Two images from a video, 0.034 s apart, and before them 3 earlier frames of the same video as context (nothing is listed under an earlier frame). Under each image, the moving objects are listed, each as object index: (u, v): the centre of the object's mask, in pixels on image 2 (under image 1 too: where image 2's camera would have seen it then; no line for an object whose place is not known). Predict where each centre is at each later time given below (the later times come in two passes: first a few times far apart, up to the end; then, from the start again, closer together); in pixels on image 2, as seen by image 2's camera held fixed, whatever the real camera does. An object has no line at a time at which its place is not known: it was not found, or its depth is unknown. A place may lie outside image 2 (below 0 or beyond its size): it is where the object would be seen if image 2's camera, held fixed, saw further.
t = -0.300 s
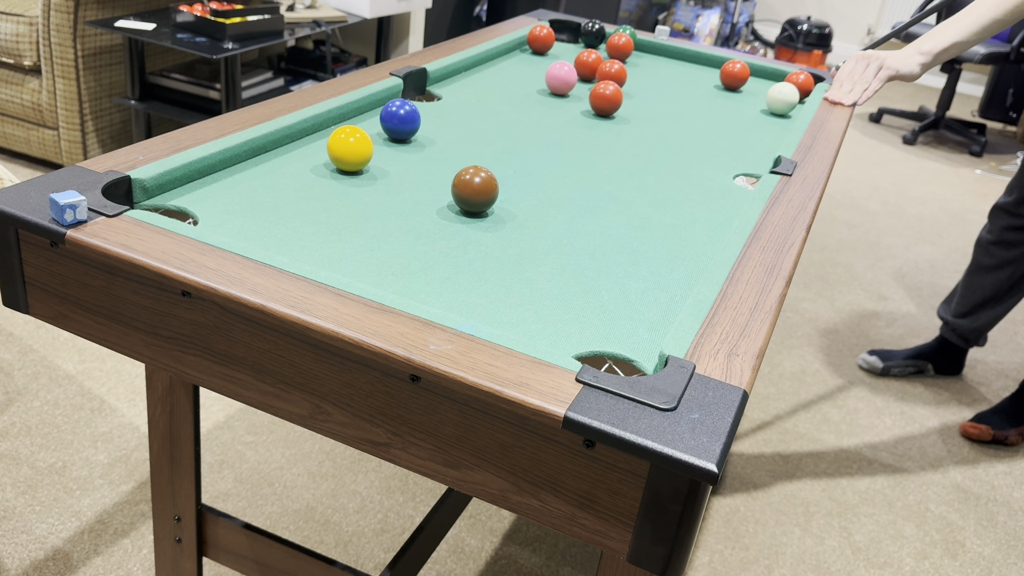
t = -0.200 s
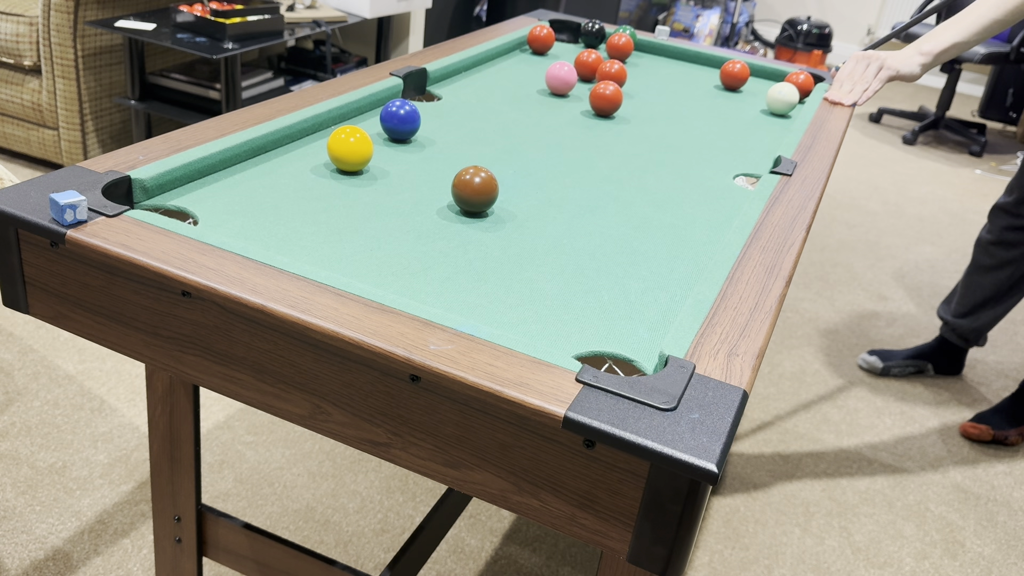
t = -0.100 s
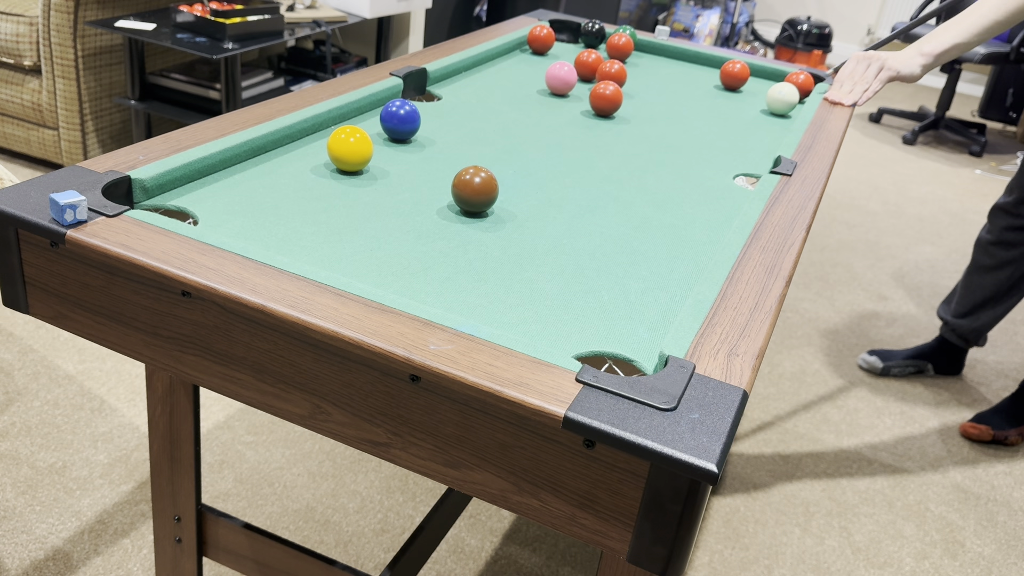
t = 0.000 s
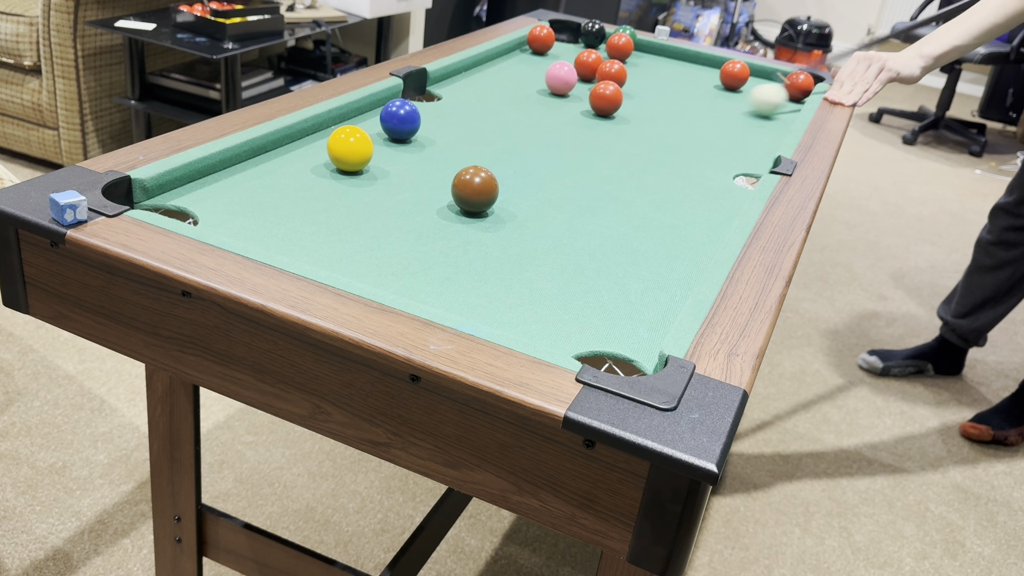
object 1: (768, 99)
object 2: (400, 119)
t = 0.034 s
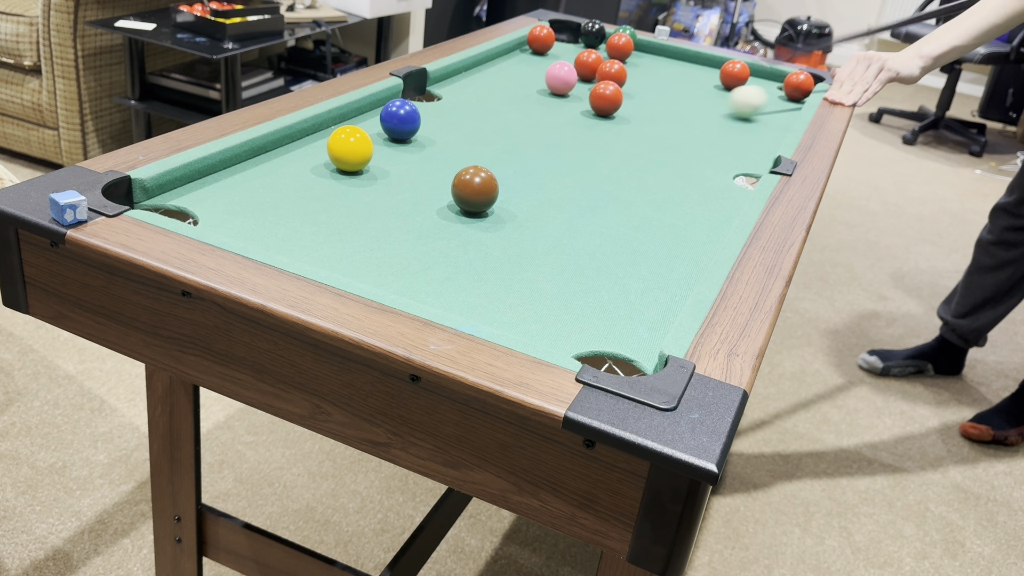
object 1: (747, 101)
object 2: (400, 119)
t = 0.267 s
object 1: (597, 117)
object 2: (400, 119)
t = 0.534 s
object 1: (381, 134)
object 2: (403, 115)
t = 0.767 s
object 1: (323, 139)
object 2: (398, 118)
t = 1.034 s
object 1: (338, 164)
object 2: (398, 118)
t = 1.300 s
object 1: (355, 190)
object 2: (398, 118)
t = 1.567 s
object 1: (375, 215)
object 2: (398, 119)
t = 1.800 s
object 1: (394, 234)
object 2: (399, 118)
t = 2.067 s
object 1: (416, 252)
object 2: (406, 110)
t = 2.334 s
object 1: (435, 267)
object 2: (411, 105)
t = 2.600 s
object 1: (452, 279)
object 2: (415, 103)
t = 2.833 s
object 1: (463, 286)
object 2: (419, 103)
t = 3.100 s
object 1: (471, 292)
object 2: (421, 103)
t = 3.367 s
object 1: (474, 294)
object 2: (421, 103)
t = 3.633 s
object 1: (474, 293)
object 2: (421, 103)
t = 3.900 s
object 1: (474, 293)
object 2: (421, 103)
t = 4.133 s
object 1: (474, 293)
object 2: (421, 103)
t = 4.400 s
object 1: (474, 293)
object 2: (421, 103)
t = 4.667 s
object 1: (474, 293)
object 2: (421, 103)
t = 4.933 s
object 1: (474, 293)
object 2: (421, 103)
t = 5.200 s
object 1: (474, 293)
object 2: (421, 103)
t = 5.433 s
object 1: (474, 293)
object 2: (421, 103)
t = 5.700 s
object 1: (474, 293)
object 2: (421, 103)
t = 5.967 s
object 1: (474, 293)
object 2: (421, 103)
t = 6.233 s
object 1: (474, 294)
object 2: (421, 103)
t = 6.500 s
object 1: (474, 293)
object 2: (421, 103)
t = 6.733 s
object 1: (474, 293)
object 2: (421, 103)
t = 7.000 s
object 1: (474, 293)
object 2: (421, 103)
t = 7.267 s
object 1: (474, 293)
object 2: (421, 103)
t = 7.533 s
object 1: (474, 293)
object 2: (421, 103)
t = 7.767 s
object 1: (474, 293)
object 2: (421, 103)
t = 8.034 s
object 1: (474, 293)
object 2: (421, 103)
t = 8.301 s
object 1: (474, 293)
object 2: (421, 103)
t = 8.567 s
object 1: (474, 293)
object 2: (421, 103)
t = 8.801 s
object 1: (474, 293)
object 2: (421, 103)
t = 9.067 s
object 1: (474, 293)
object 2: (421, 103)
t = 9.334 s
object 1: (474, 293)
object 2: (421, 103)
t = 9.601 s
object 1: (474, 294)
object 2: (421, 103)
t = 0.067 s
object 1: (727, 103)
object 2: (400, 119)
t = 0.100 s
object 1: (707, 105)
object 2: (400, 119)
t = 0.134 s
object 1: (687, 107)
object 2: (400, 119)
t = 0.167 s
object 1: (666, 110)
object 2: (400, 119)
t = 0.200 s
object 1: (642, 112)
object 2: (400, 119)
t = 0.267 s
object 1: (597, 117)
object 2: (400, 119)
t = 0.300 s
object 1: (572, 119)
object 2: (400, 119)
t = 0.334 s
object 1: (547, 121)
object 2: (400, 119)
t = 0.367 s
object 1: (521, 124)
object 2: (400, 119)
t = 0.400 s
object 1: (494, 126)
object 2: (400, 119)
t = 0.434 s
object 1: (466, 129)
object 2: (400, 119)
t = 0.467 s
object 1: (435, 132)
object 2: (397, 118)
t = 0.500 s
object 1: (407, 134)
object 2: (397, 108)
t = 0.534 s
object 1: (381, 134)
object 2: (403, 115)
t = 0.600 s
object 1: (344, 130)
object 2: (398, 118)
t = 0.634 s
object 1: (326, 128)
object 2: (398, 118)
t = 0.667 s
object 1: (314, 127)
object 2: (398, 118)
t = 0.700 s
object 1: (319, 131)
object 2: (398, 118)
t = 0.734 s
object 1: (322, 136)
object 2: (398, 118)
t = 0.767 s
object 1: (323, 139)
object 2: (398, 118)
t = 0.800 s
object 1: (325, 142)
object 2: (398, 118)
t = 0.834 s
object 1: (327, 145)
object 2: (398, 118)
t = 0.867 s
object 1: (328, 149)
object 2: (398, 118)
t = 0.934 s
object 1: (332, 155)
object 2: (398, 118)
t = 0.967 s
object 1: (334, 158)
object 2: (398, 118)
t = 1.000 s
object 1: (336, 161)
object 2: (398, 118)
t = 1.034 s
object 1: (338, 164)
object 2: (398, 118)
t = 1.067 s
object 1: (340, 168)
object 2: (398, 118)
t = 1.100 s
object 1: (342, 171)
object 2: (398, 118)
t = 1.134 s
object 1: (344, 174)
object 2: (398, 118)
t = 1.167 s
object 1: (346, 178)
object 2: (398, 118)
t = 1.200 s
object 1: (348, 181)
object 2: (398, 118)
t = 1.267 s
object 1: (353, 187)
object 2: (398, 118)
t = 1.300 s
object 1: (355, 190)
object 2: (398, 118)
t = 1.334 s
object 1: (358, 193)
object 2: (398, 118)
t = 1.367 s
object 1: (360, 196)
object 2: (398, 118)
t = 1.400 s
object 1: (362, 200)
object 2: (398, 118)
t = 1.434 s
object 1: (365, 203)
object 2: (398, 119)
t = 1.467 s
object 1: (367, 206)
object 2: (398, 119)
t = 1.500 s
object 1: (370, 209)
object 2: (398, 119)
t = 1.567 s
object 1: (375, 215)
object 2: (398, 119)
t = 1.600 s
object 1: (378, 218)
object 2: (398, 119)
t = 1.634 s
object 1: (380, 220)
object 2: (398, 119)
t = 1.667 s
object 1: (383, 223)
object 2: (398, 119)
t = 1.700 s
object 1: (386, 226)
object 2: (399, 119)
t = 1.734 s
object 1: (388, 229)
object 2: (399, 119)
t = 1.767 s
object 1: (391, 231)
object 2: (399, 119)
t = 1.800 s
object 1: (394, 234)
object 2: (399, 118)
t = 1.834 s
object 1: (397, 236)
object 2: (400, 118)
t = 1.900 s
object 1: (402, 241)
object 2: (402, 116)
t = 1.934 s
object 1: (405, 243)
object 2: (403, 115)
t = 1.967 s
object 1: (408, 246)
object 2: (404, 114)
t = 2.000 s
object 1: (410, 248)
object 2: (405, 113)
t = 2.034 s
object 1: (413, 250)
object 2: (406, 111)
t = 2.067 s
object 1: (416, 252)
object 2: (406, 110)
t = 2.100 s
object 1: (418, 254)
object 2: (407, 109)
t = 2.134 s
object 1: (421, 256)
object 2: (407, 108)
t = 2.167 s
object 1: (423, 258)
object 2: (408, 107)
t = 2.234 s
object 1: (428, 261)
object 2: (409, 106)
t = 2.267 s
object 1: (431, 263)
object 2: (410, 105)
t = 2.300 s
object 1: (433, 265)
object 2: (410, 105)
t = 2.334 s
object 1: (435, 267)
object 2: (411, 105)
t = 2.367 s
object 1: (438, 268)
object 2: (411, 104)
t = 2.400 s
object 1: (440, 270)
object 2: (412, 104)
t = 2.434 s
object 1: (442, 271)
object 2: (412, 104)
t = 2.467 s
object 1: (444, 273)
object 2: (413, 104)
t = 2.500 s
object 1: (446, 274)
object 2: (413, 103)
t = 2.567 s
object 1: (450, 277)
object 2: (415, 103)
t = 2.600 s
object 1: (452, 279)
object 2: (415, 103)
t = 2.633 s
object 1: (454, 280)
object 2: (416, 103)
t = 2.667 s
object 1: (455, 281)
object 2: (417, 103)
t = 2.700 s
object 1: (457, 282)
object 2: (417, 103)
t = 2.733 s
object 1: (458, 283)
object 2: (418, 103)
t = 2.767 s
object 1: (460, 284)
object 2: (418, 103)
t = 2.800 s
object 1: (461, 285)
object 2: (419, 103)
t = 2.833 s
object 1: (463, 286)
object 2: (419, 103)
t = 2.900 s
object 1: (465, 288)
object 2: (420, 103)
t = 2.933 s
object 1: (466, 289)
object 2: (420, 103)
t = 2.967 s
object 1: (467, 289)
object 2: (421, 103)
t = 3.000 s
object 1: (468, 290)
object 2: (421, 103)
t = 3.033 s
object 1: (470, 291)
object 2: (421, 103)
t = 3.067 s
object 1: (470, 291)
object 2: (421, 103)
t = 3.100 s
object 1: (471, 292)
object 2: (421, 103)
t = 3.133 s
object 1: (472, 292)
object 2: (421, 103)
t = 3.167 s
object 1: (473, 293)
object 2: (421, 103)
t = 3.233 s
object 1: (474, 293)
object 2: (421, 103)
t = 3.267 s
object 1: (474, 293)
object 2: (421, 103)
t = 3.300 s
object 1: (474, 294)
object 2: (421, 103)
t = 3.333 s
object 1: (474, 294)
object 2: (421, 103)
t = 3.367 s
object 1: (474, 294)
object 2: (421, 103)
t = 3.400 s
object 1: (474, 294)
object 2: (421, 103)
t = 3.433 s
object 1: (474, 294)
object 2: (421, 103)
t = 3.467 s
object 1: (474, 294)
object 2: (421, 103)
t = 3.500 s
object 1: (474, 293)
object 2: (421, 103)
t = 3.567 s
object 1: (474, 293)
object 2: (421, 103)
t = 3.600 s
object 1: (474, 293)
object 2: (421, 103)
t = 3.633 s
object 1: (474, 293)
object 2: (421, 103)
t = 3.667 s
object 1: (474, 293)
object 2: (421, 103)
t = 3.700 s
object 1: (474, 293)
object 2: (421, 103)
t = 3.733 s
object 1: (474, 293)
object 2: (421, 103)
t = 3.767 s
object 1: (474, 293)
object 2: (421, 103)
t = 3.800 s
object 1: (474, 293)
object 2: (421, 103)
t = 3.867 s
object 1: (474, 293)
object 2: (421, 103)
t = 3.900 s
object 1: (474, 293)
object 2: (421, 103)
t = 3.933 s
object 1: (474, 293)
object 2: (421, 103)
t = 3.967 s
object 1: (474, 293)
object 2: (421, 103)
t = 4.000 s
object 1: (474, 293)
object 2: (421, 103)
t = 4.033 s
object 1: (474, 293)
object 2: (421, 103)
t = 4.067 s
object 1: (474, 293)
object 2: (421, 103)
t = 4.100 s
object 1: (474, 293)
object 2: (421, 103)
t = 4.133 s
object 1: (474, 293)
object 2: (421, 103)
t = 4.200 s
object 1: (474, 293)
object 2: (421, 103)
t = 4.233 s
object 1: (474, 293)
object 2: (421, 103)
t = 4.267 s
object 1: (474, 293)
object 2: (421, 103)
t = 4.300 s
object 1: (474, 293)
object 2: (421, 103)
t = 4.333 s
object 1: (474, 294)
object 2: (421, 103)
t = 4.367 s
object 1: (474, 293)
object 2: (421, 103)
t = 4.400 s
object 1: (474, 293)
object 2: (421, 103)
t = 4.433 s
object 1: (474, 293)
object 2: (421, 103)
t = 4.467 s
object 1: (474, 293)
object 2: (421, 103)
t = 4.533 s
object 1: (474, 293)
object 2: (421, 103)
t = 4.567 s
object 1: (474, 294)
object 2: (421, 103)
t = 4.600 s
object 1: (474, 293)
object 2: (421, 103)
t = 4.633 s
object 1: (474, 293)
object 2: (421, 103)
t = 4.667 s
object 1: (474, 293)
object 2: (421, 103)
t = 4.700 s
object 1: (474, 294)
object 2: (421, 103)
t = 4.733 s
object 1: (474, 293)
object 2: (421, 103)
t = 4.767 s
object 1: (474, 293)
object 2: (421, 103)
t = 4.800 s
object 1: (474, 293)
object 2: (421, 103)
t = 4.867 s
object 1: (474, 293)
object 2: (421, 103)
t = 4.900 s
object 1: (474, 293)
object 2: (421, 103)
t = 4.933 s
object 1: (474, 293)
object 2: (421, 103)
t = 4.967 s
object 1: (474, 293)
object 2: (421, 103)
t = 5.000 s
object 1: (474, 293)
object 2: (421, 103)
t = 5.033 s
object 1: (474, 293)
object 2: (421, 103)
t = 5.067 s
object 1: (474, 293)
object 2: (421, 103)
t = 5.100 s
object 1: (474, 293)
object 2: (421, 103)
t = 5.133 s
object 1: (474, 293)
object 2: (421, 103)
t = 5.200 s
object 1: (474, 293)
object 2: (421, 103)
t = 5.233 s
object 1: (474, 293)
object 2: (421, 103)
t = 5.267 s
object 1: (474, 293)
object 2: (421, 103)
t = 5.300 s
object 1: (474, 293)
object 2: (421, 103)
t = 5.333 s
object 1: (474, 293)
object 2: (421, 103)
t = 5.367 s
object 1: (474, 293)
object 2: (421, 103)
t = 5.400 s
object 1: (474, 293)
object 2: (421, 103)
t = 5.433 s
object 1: (474, 293)
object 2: (421, 103)
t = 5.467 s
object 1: (474, 293)
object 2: (421, 103)
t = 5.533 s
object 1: (474, 293)
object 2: (421, 103)
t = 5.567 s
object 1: (474, 294)
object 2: (421, 103)
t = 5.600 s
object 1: (474, 293)
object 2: (421, 103)
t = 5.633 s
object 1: (474, 293)
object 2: (421, 103)
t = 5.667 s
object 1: (474, 293)
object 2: (421, 103)
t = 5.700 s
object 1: (474, 293)
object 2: (421, 103)
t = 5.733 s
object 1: (474, 293)
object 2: (421, 103)
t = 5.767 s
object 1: (474, 294)
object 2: (421, 103)
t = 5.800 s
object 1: (474, 293)
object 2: (421, 103)
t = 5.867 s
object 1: (474, 293)
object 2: (421, 103)
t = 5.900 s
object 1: (474, 293)
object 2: (421, 103)
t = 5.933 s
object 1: (474, 293)
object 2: (421, 103)
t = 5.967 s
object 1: (474, 293)
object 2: (421, 103)
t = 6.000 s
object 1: (474, 293)
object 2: (421, 103)
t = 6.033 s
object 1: (474, 293)
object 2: (421, 103)
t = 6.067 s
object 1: (474, 294)
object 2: (421, 103)
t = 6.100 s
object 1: (474, 293)
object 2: (421, 103)
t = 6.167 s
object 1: (474, 293)
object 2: (421, 103)
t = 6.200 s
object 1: (474, 293)
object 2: (421, 103)
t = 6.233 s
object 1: (474, 294)
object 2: (421, 103)
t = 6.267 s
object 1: (474, 293)
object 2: (421, 103)
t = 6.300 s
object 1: (474, 293)
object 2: (421, 103)
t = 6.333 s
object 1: (474, 293)
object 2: (421, 103)
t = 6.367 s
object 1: (474, 294)
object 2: (421, 103)
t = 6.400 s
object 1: (474, 293)
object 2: (421, 103)
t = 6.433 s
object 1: (474, 293)
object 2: (421, 103)
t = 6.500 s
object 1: (474, 293)
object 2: (421, 103)
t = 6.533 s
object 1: (474, 293)
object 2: (421, 103)
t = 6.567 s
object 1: (474, 293)
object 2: (421, 103)
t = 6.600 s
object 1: (474, 293)
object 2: (421, 103)
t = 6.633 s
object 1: (474, 293)
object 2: (421, 103)
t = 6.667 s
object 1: (474, 293)
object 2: (421, 103)
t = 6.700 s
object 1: (474, 293)
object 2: (421, 103)
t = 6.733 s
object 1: (474, 293)
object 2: (421, 103)
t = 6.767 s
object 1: (474, 293)
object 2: (421, 103)
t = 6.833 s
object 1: (474, 294)
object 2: (421, 103)
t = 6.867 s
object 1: (474, 293)
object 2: (421, 103)
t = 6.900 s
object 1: (474, 293)
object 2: (421, 103)
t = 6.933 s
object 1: (474, 294)
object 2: (421, 103)
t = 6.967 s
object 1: (474, 293)
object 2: (421, 103)
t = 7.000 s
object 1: (474, 293)
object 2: (421, 103)
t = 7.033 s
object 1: (474, 293)
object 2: (421, 103)
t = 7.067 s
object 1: (474, 293)
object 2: (421, 103)
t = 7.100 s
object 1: (474, 293)
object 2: (421, 103)
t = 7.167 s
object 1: (474, 293)
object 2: (421, 103)
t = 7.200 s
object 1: (474, 294)
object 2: (421, 103)
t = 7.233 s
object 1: (474, 294)
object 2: (421, 103)
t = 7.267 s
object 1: (474, 293)
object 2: (421, 103)
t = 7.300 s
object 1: (474, 294)
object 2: (421, 103)
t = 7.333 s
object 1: (474, 293)
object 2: (421, 103)
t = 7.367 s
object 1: (474, 294)
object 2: (421, 103)
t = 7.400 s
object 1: (474, 293)
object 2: (421, 103)
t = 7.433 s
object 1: (474, 293)
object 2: (421, 103)
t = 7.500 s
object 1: (474, 293)
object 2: (421, 103)
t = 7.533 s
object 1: (474, 293)
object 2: (421, 103)
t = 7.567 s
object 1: (474, 293)
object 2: (421, 103)
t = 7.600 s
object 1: (474, 293)
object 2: (421, 103)
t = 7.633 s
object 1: (474, 293)
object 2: (421, 103)
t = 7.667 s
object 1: (474, 293)
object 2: (421, 103)
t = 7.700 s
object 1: (474, 293)
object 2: (421, 103)
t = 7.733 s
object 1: (474, 293)
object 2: (421, 103)
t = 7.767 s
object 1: (474, 293)
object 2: (421, 103)
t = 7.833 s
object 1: (474, 293)
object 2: (421, 103)
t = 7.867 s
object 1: (474, 293)
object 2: (421, 103)
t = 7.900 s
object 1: (474, 293)
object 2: (421, 103)
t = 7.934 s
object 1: (474, 294)
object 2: (421, 103)
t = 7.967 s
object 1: (474, 293)
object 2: (421, 103)
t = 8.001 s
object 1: (474, 293)
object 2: (421, 103)
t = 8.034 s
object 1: (474, 293)
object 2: (421, 103)
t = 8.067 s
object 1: (474, 293)
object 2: (421, 103)
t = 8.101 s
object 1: (474, 293)
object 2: (421, 103)
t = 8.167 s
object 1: (474, 293)
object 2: (421, 103)
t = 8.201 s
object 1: (474, 293)
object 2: (421, 103)
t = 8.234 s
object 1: (474, 293)
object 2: (421, 103)
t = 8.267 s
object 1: (474, 293)
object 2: (421, 103)
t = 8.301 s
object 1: (474, 293)
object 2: (421, 103)
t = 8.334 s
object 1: (474, 293)
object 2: (421, 103)
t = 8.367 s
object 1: (474, 293)
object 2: (421, 103)
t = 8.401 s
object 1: (474, 293)
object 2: (421, 103)
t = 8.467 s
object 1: (474, 293)
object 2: (421, 103)
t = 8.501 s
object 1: (474, 293)
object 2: (421, 103)
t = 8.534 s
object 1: (474, 293)
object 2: (421, 103)
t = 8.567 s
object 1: (474, 293)
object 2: (421, 103)
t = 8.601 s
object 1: (474, 293)
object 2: (421, 103)
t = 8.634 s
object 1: (474, 293)
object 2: (421, 103)
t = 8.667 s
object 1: (474, 293)
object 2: (421, 103)
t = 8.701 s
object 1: (474, 293)
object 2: (421, 103)
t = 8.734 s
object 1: (474, 293)
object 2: (421, 103)
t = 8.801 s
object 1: (474, 293)
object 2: (421, 103)
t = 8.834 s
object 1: (474, 293)
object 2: (421, 103)
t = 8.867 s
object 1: (474, 293)
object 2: (421, 103)
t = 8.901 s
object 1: (474, 293)
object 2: (421, 103)
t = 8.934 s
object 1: (474, 293)
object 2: (421, 103)
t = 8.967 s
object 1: (474, 293)
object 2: (421, 103)
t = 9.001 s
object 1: (474, 293)
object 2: (421, 103)
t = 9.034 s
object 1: (474, 293)
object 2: (421, 103)
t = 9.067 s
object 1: (474, 293)
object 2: (421, 103)
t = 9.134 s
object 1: (474, 293)
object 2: (421, 103)
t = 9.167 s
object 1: (474, 293)
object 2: (421, 103)
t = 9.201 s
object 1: (474, 293)
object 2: (421, 103)
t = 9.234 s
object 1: (474, 294)
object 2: (421, 103)
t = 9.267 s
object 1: (474, 293)
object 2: (421, 103)
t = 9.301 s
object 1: (474, 294)
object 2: (421, 103)
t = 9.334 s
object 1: (474, 293)
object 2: (421, 103)
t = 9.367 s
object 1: (474, 293)
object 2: (421, 103)
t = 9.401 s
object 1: (474, 294)
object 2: (421, 103)
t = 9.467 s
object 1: (474, 294)
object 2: (421, 103)
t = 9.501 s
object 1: (474, 294)
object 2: (421, 103)
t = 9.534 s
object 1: (474, 294)
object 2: (421, 103)
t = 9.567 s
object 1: (474, 293)
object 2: (421, 103)
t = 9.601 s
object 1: (474, 294)
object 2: (421, 103)
